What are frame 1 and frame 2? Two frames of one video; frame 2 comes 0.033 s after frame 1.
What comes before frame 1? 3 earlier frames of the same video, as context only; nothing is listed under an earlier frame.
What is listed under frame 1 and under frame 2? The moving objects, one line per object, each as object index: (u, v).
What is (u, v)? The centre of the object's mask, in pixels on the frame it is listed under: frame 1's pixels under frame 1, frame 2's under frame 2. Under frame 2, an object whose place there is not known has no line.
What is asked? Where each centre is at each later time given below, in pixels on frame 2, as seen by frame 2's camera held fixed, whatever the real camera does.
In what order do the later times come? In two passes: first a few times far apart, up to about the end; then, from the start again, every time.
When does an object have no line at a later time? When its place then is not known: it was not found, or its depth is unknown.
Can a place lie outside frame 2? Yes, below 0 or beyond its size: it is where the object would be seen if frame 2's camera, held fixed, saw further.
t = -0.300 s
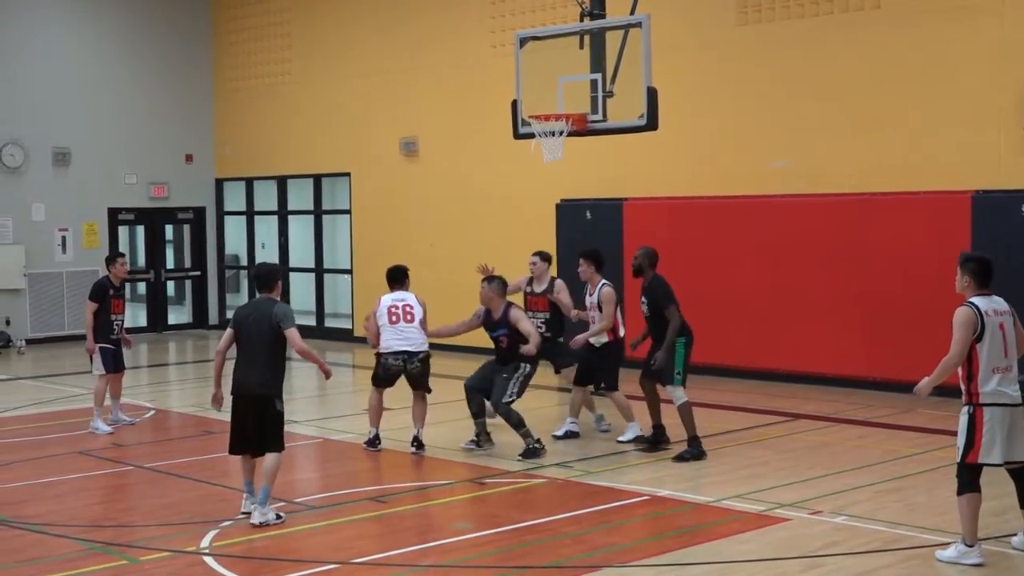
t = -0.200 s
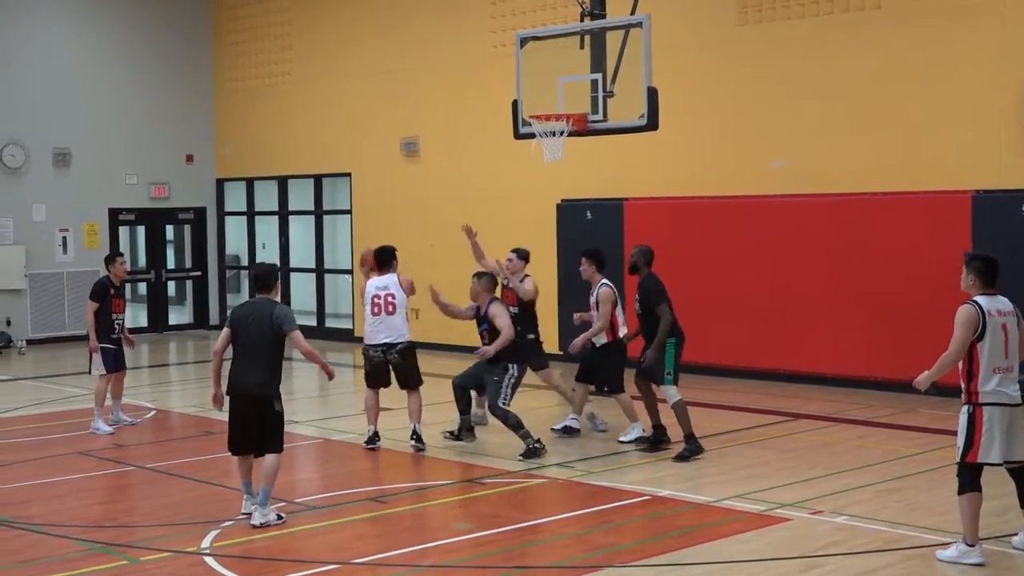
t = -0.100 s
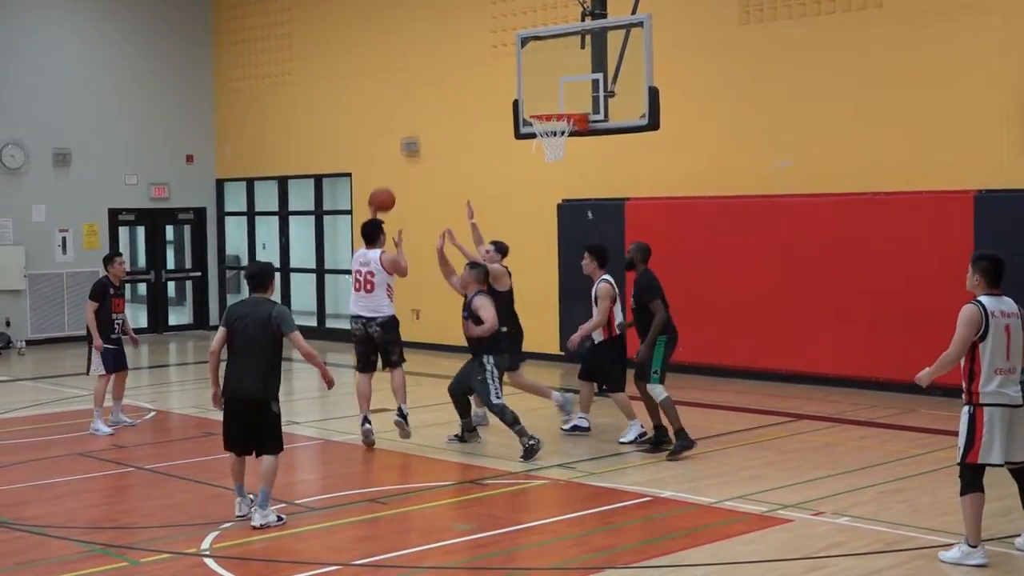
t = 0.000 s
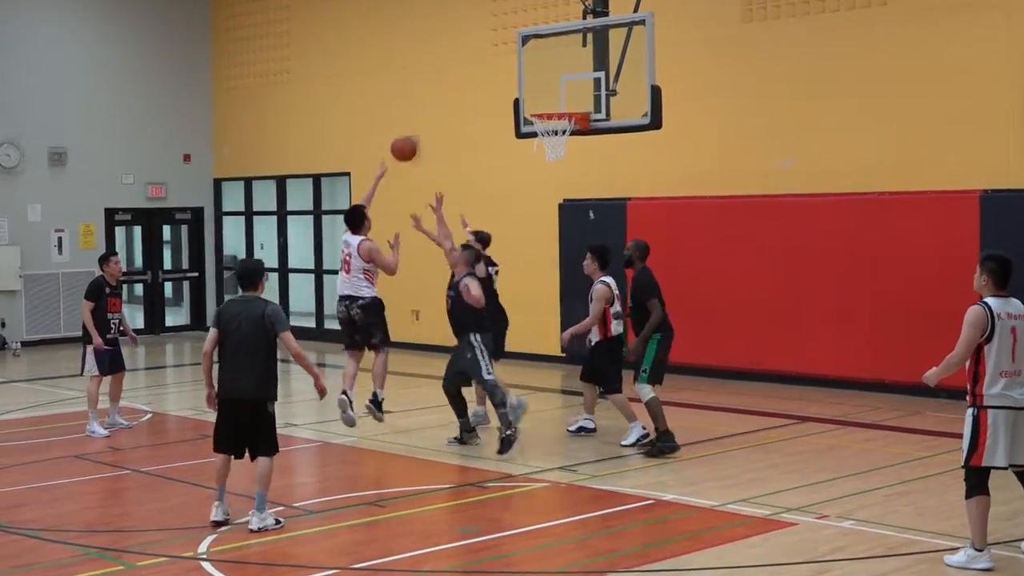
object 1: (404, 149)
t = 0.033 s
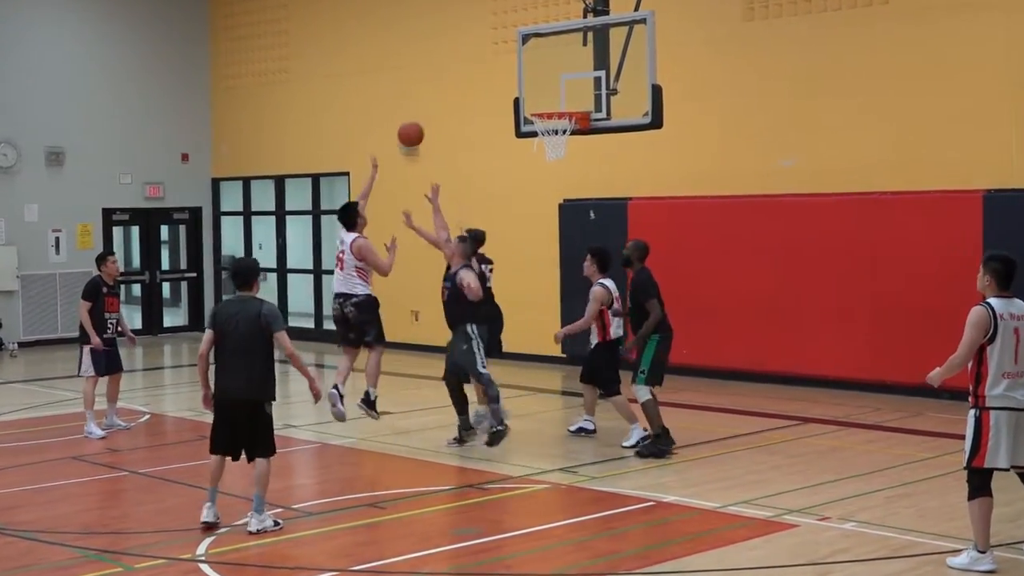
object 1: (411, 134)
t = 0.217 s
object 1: (453, 80)
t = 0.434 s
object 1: (502, 62)
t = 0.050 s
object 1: (415, 128)
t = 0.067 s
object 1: (418, 121)
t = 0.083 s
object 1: (422, 115)
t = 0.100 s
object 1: (426, 110)
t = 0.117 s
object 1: (430, 105)
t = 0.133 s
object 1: (434, 100)
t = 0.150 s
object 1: (438, 95)
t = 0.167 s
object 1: (442, 91)
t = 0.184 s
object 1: (446, 87)
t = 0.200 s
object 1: (449, 83)
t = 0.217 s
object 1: (453, 80)
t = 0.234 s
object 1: (457, 76)
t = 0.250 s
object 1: (461, 73)
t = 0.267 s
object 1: (465, 71)
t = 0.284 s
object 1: (469, 68)
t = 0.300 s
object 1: (472, 67)
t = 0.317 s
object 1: (476, 65)
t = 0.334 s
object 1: (480, 64)
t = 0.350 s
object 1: (484, 63)
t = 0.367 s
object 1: (488, 62)
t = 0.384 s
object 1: (491, 61)
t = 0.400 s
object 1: (495, 61)
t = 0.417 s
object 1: (499, 61)
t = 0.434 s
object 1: (502, 62)
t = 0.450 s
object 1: (506, 62)
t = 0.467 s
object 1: (510, 63)
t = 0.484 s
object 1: (514, 65)
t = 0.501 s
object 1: (517, 66)
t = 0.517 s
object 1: (521, 68)
